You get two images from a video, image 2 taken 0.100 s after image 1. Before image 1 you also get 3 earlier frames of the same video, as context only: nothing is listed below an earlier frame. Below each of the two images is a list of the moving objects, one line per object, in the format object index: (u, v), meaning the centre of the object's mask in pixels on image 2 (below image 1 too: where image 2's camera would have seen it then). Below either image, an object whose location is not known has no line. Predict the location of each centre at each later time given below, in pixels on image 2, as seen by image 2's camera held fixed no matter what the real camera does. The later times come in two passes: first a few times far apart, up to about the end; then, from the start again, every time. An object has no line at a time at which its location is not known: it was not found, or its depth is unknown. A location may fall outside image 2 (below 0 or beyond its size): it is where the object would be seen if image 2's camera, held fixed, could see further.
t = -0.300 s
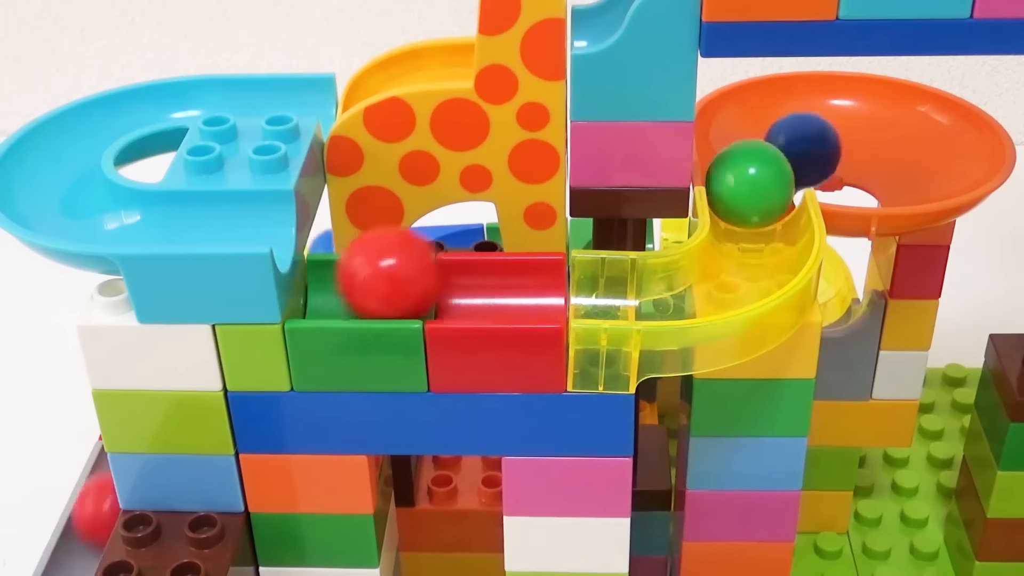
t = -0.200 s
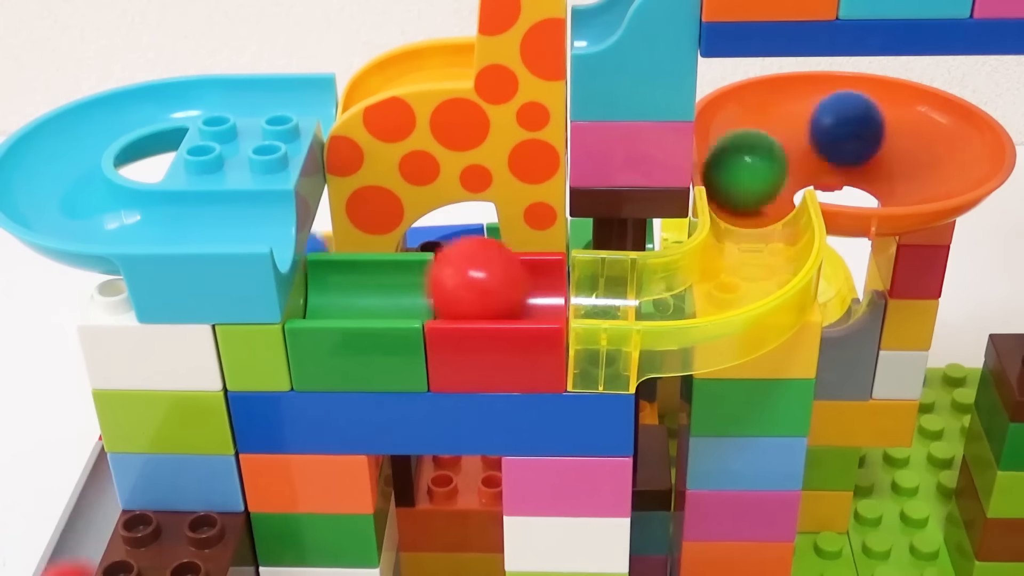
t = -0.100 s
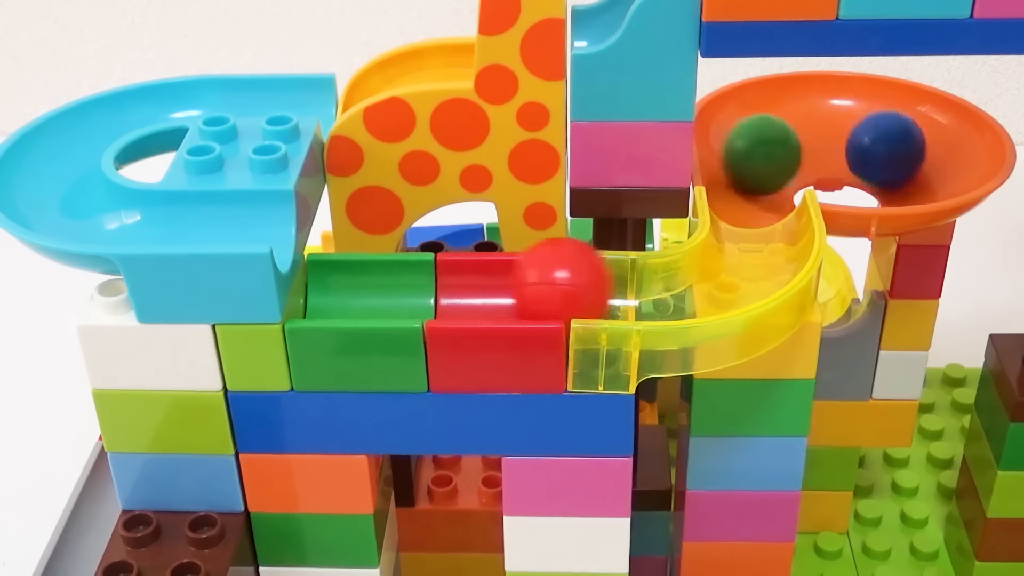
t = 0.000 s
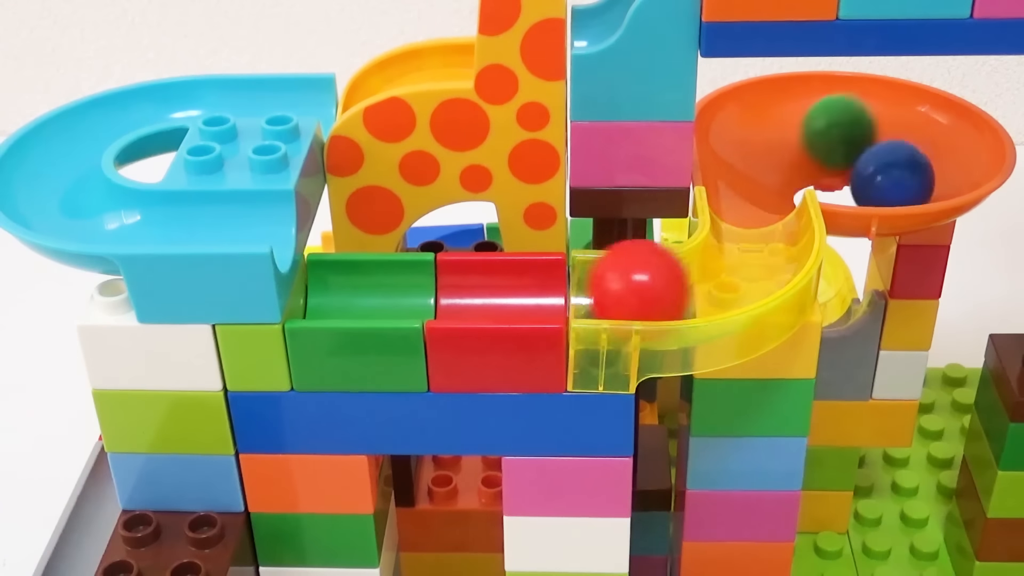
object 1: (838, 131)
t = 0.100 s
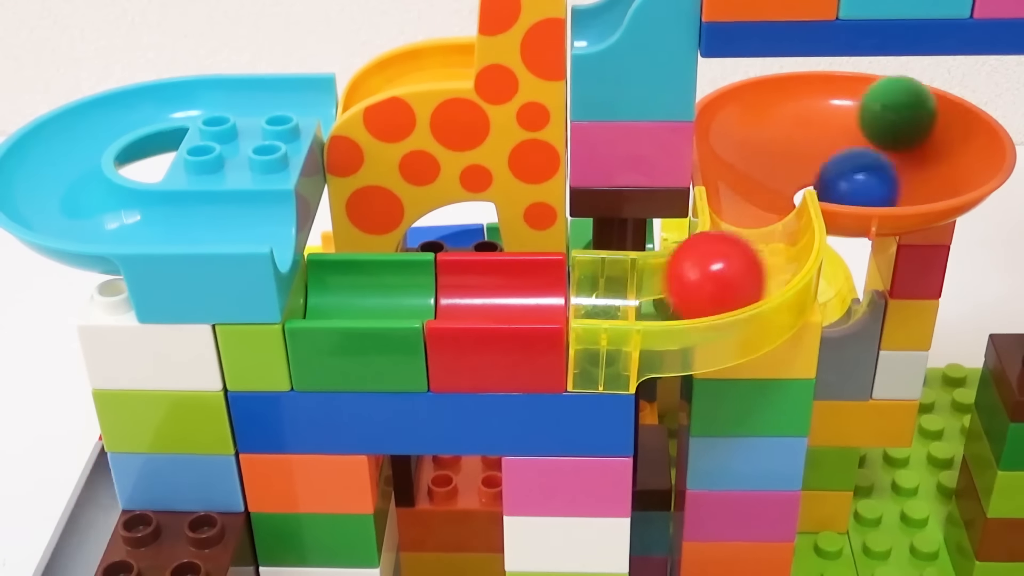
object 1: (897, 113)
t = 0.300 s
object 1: (869, 179)
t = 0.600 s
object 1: (815, 139)
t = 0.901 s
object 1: (916, 171)
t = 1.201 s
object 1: (779, 143)
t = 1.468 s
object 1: (905, 170)
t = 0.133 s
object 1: (905, 123)
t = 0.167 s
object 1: (906, 141)
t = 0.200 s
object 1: (897, 160)
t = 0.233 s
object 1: (891, 171)
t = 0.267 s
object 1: (882, 177)
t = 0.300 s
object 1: (869, 179)
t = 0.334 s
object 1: (854, 179)
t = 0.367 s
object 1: (840, 176)
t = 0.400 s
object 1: (830, 173)
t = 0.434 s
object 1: (821, 169)
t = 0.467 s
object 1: (811, 163)
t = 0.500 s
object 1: (805, 155)
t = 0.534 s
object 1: (804, 149)
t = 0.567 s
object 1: (808, 144)
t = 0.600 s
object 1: (815, 139)
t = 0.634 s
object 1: (827, 137)
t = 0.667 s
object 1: (839, 133)
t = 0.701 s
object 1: (868, 125)
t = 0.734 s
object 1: (900, 131)
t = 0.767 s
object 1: (919, 136)
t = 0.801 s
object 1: (928, 144)
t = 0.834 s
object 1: (926, 156)
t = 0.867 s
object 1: (914, 167)
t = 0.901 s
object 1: (916, 171)
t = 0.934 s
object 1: (906, 174)
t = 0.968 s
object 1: (888, 178)
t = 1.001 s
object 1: (861, 179)
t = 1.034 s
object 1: (834, 177)
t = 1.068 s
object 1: (804, 174)
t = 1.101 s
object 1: (782, 169)
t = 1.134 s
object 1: (771, 160)
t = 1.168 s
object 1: (769, 150)
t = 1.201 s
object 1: (779, 143)
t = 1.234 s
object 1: (798, 139)
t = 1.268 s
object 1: (823, 138)
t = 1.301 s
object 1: (850, 138)
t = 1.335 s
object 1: (874, 139)
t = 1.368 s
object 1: (893, 144)
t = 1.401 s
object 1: (906, 152)
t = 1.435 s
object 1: (910, 162)
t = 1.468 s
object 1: (905, 170)
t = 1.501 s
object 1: (891, 175)
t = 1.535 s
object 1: (872, 178)
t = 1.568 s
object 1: (851, 178)
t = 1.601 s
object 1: (827, 176)
